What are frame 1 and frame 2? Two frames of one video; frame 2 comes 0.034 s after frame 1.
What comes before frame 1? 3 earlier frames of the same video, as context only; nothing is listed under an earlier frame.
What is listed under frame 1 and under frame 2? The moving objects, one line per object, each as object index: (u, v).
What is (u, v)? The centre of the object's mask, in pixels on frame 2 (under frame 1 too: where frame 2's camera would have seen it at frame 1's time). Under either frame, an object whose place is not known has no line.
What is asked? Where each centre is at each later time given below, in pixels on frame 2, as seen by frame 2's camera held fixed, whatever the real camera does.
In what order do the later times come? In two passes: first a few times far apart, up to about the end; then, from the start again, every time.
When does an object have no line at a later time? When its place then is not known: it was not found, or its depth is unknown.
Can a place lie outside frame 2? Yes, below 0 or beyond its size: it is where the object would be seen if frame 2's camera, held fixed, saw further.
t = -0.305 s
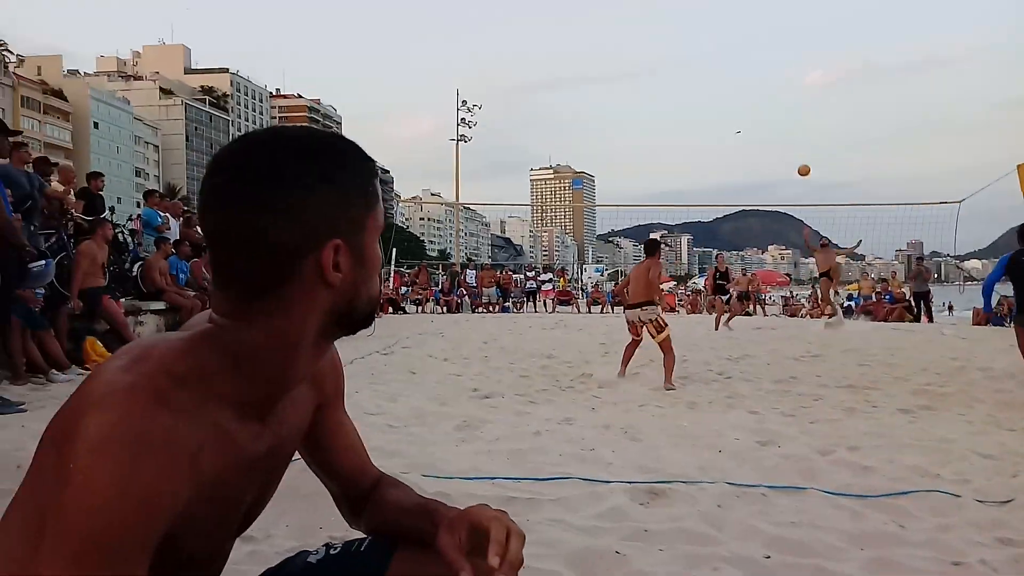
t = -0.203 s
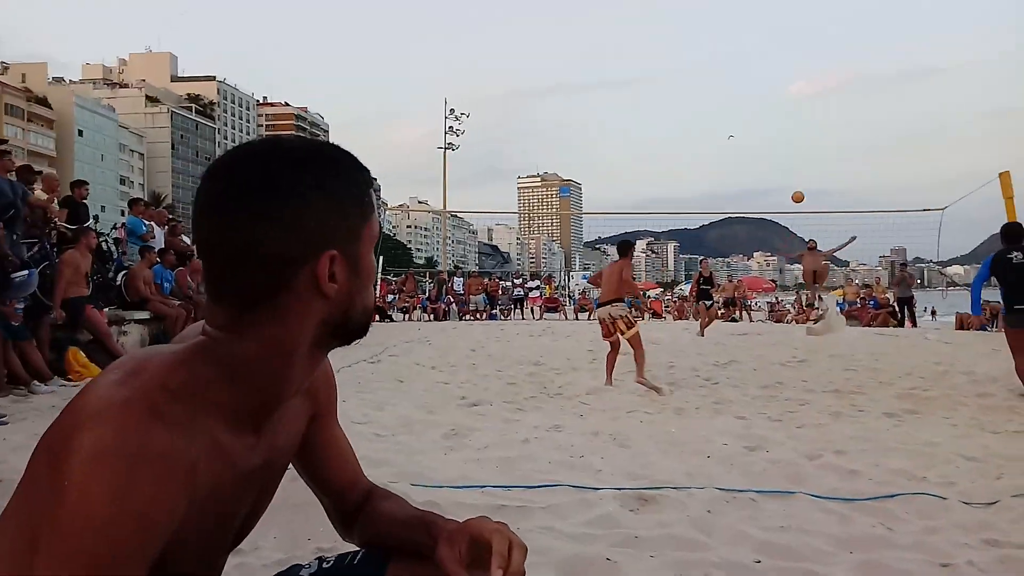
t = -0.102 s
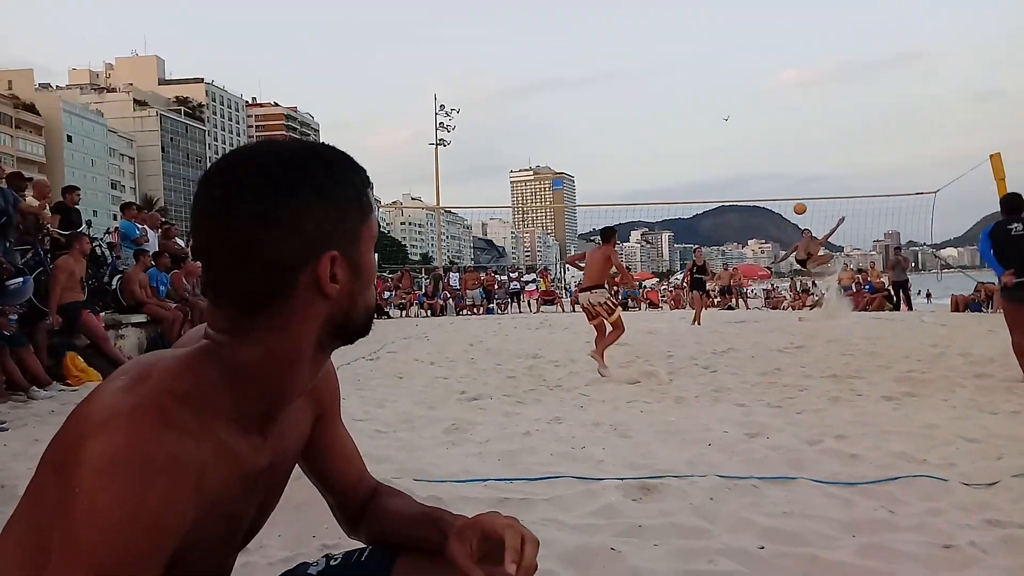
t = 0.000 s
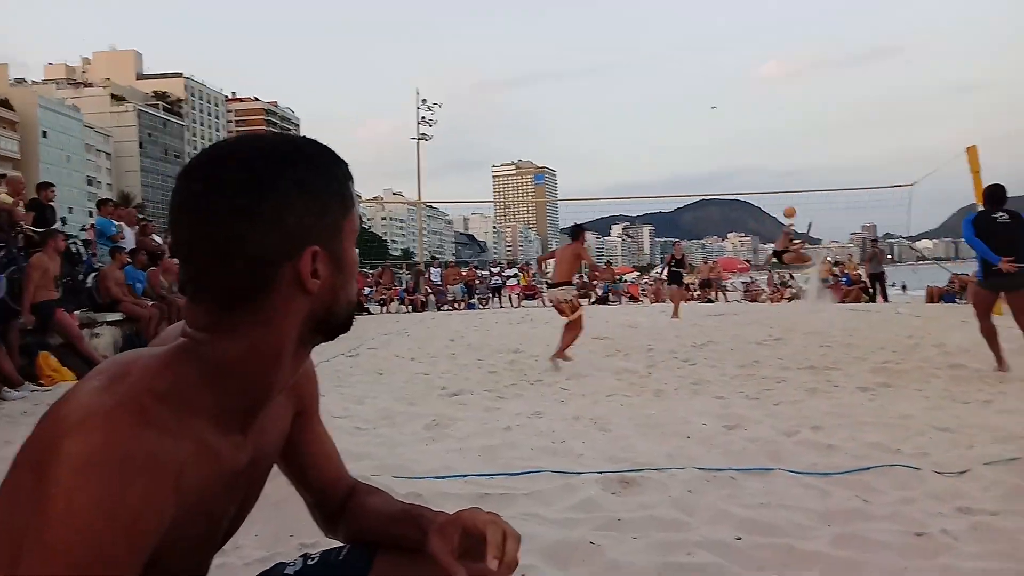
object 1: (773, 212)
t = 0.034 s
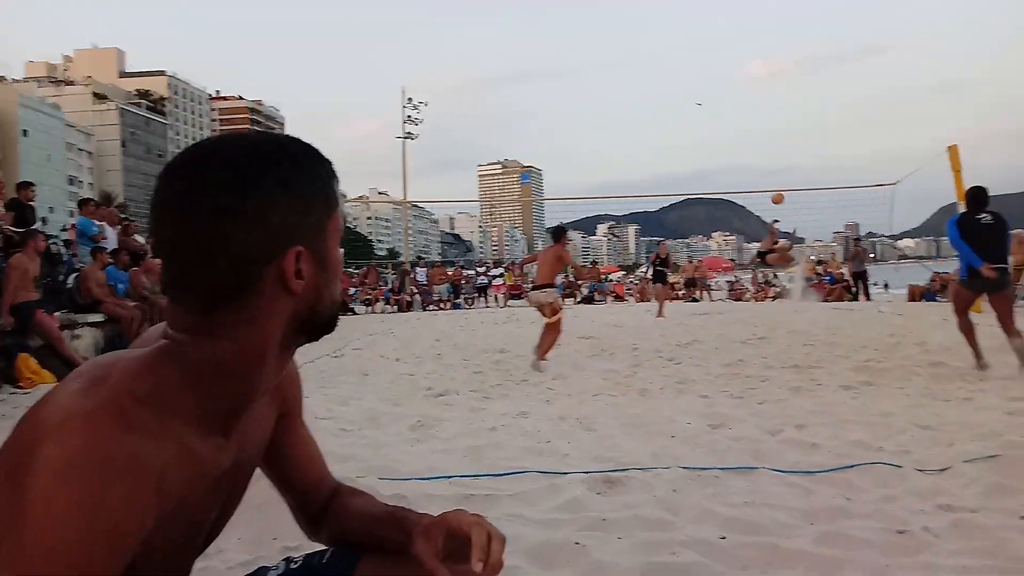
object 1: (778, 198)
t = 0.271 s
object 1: (809, 119)
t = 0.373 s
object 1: (816, 96)
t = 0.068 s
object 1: (781, 185)
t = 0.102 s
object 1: (784, 174)
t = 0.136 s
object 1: (788, 164)
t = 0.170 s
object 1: (791, 153)
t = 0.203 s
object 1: (798, 141)
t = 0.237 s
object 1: (805, 128)
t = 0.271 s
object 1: (809, 119)
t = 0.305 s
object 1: (812, 111)
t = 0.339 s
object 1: (814, 104)
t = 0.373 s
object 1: (816, 96)
